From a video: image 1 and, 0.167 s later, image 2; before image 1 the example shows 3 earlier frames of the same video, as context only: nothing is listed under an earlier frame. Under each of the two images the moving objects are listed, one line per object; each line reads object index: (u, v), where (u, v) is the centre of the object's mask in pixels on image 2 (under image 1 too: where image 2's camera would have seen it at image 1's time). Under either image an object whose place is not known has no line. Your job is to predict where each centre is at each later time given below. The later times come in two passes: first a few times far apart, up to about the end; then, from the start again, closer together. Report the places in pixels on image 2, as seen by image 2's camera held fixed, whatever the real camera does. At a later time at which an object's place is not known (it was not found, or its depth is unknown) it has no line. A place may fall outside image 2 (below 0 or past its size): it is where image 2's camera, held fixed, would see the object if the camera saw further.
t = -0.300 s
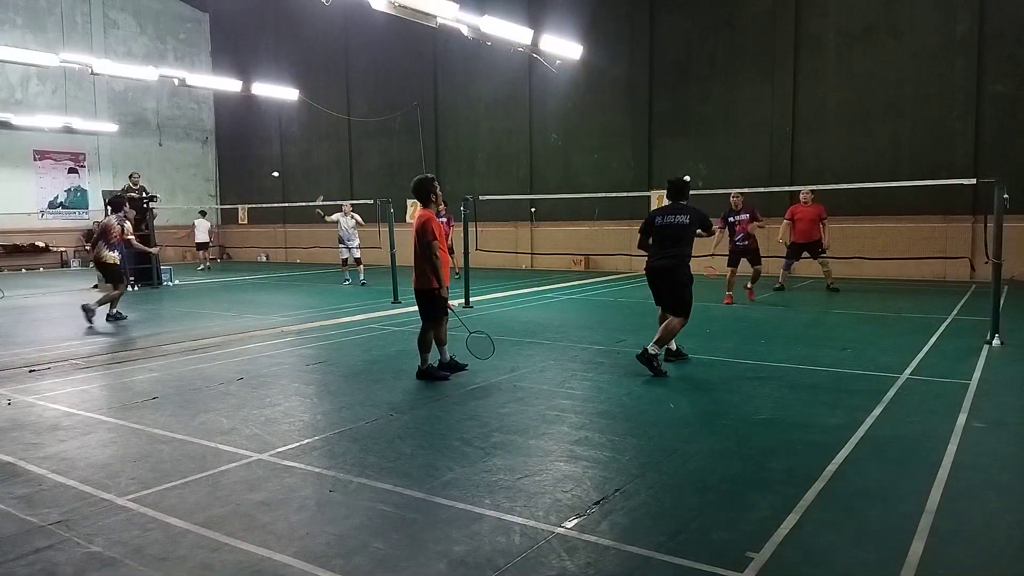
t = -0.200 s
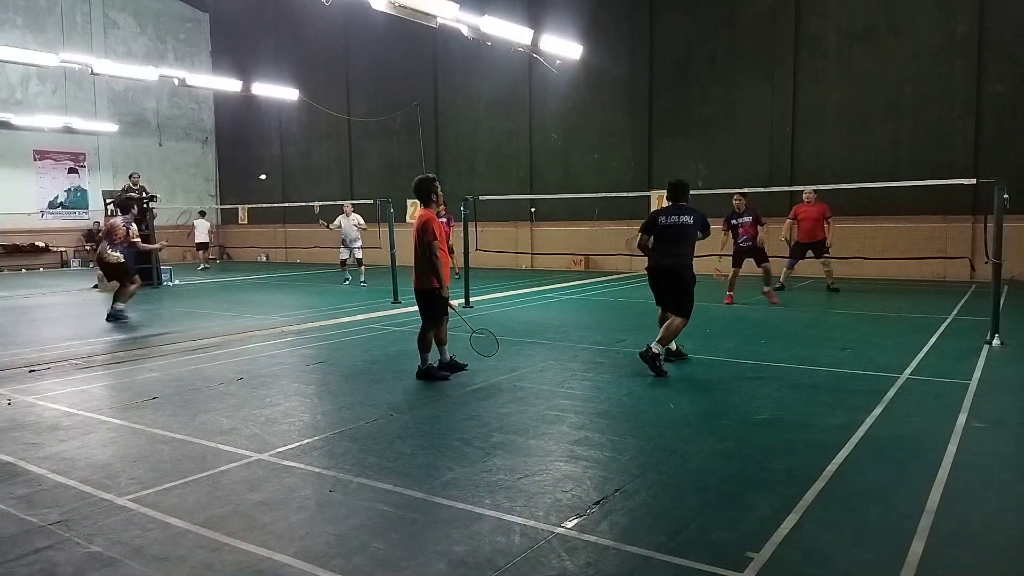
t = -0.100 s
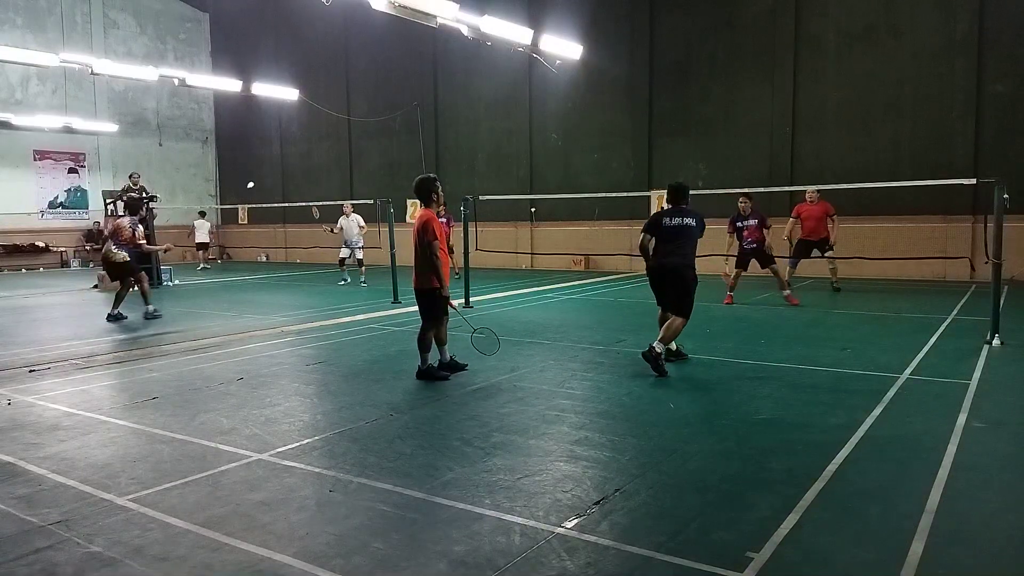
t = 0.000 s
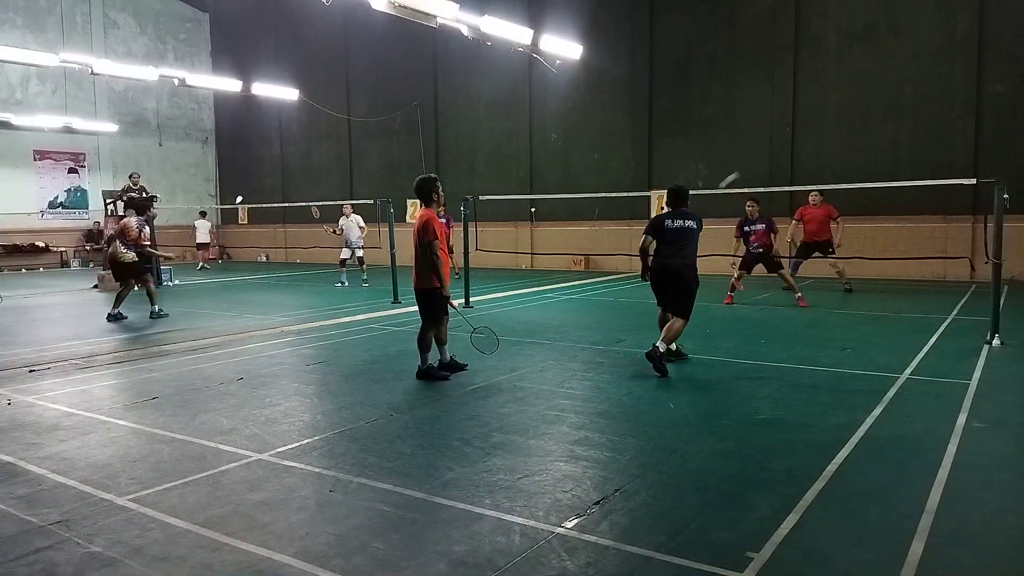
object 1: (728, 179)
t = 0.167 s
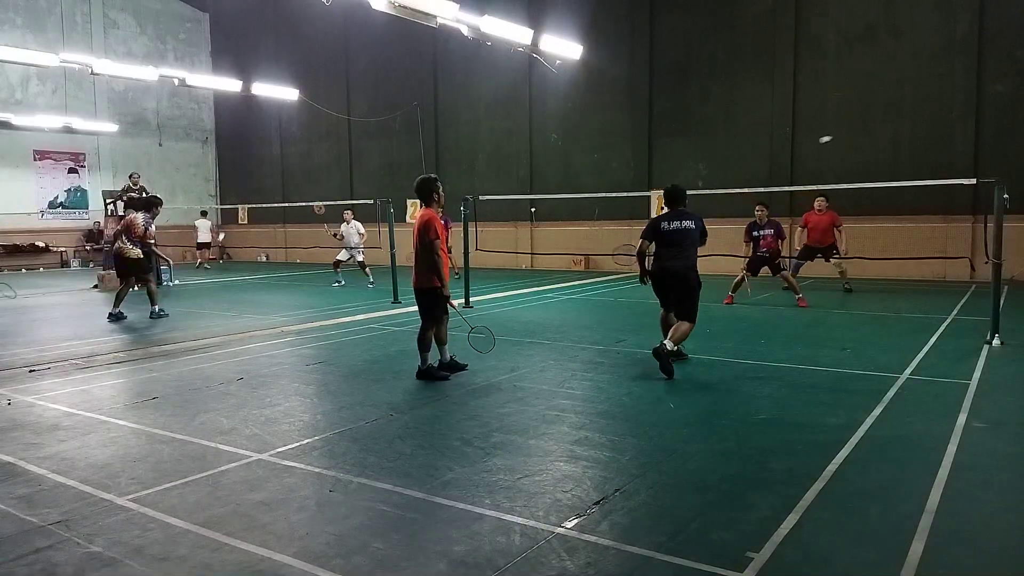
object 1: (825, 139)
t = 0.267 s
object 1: (861, 132)
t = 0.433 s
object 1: (903, 138)
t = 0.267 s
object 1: (861, 132)
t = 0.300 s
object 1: (871, 131)
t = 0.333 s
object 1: (880, 132)
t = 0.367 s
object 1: (888, 133)
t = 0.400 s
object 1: (896, 135)
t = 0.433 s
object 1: (903, 138)
